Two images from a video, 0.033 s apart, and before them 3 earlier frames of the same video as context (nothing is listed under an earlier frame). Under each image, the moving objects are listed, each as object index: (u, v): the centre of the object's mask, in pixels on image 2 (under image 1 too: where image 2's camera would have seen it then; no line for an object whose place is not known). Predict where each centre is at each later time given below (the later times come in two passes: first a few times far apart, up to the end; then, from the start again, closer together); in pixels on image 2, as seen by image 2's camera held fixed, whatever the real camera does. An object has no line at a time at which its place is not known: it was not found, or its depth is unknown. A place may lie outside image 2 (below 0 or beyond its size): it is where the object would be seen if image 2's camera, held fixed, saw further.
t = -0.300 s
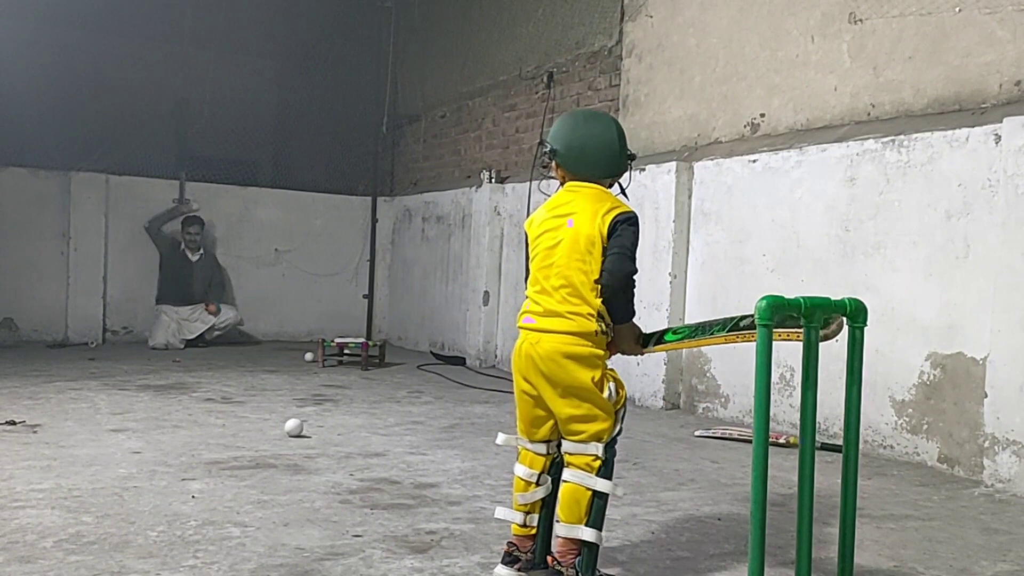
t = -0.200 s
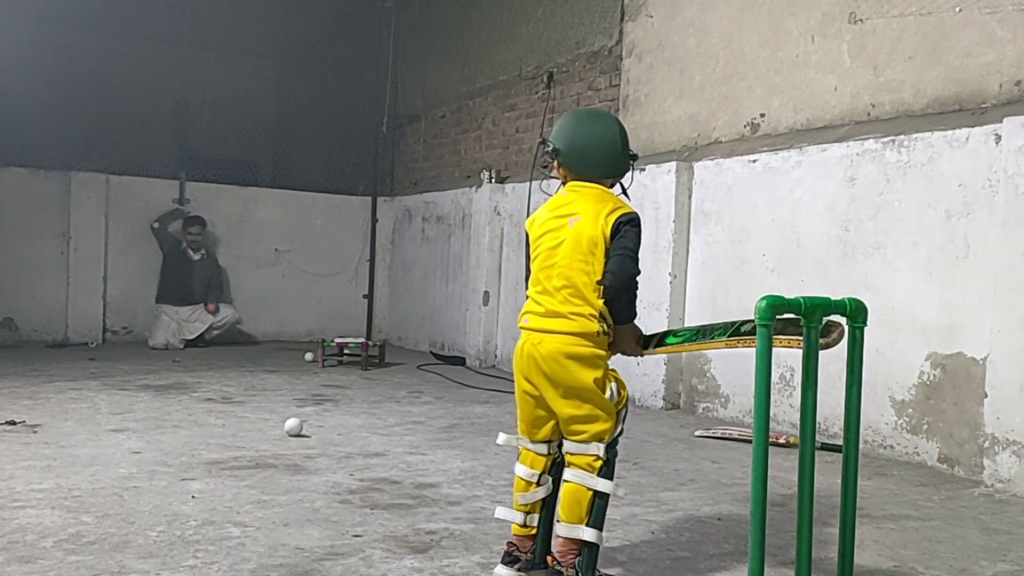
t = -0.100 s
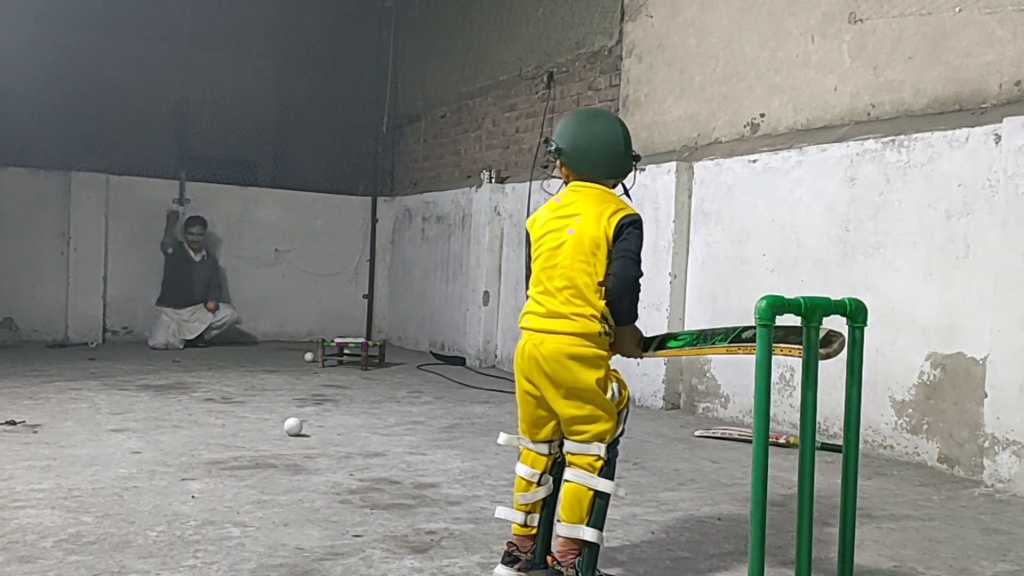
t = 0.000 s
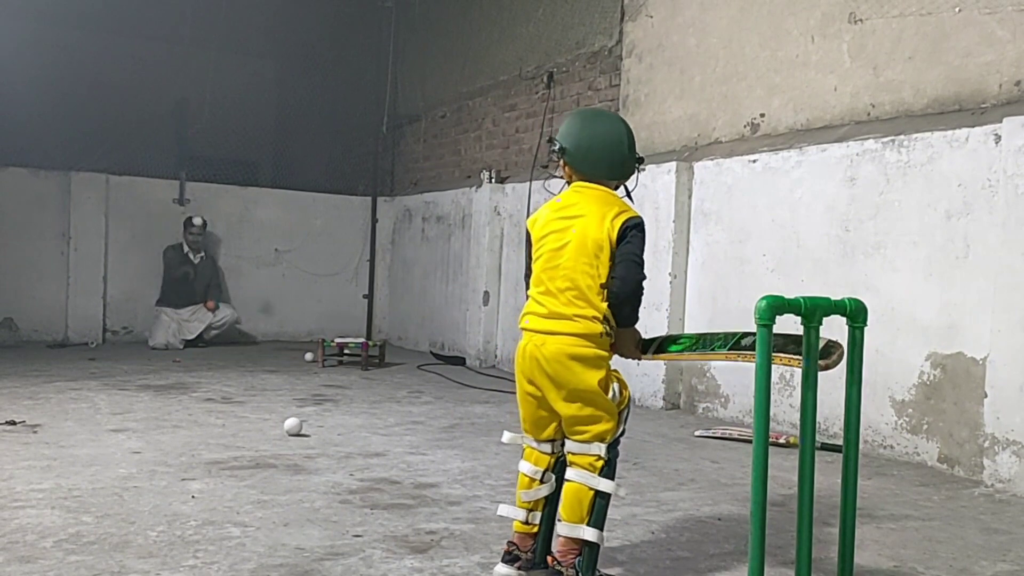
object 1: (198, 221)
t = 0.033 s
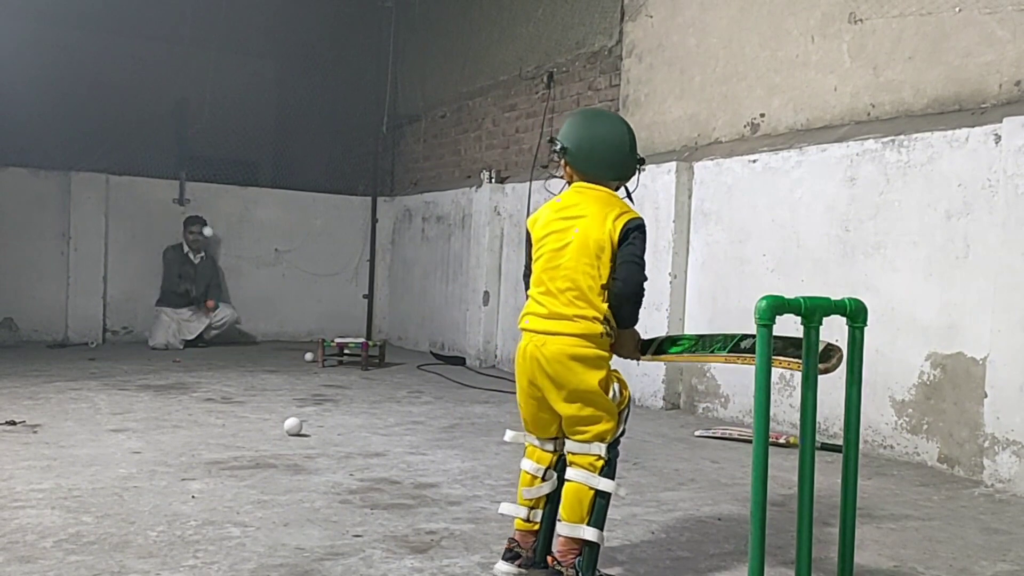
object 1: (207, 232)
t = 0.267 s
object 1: (312, 397)
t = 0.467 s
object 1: (410, 341)
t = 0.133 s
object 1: (245, 279)
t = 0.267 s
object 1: (312, 397)
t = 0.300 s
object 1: (326, 385)
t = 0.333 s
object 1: (341, 373)
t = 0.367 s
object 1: (357, 363)
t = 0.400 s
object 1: (373, 355)
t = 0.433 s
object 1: (390, 347)
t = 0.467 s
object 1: (410, 341)
